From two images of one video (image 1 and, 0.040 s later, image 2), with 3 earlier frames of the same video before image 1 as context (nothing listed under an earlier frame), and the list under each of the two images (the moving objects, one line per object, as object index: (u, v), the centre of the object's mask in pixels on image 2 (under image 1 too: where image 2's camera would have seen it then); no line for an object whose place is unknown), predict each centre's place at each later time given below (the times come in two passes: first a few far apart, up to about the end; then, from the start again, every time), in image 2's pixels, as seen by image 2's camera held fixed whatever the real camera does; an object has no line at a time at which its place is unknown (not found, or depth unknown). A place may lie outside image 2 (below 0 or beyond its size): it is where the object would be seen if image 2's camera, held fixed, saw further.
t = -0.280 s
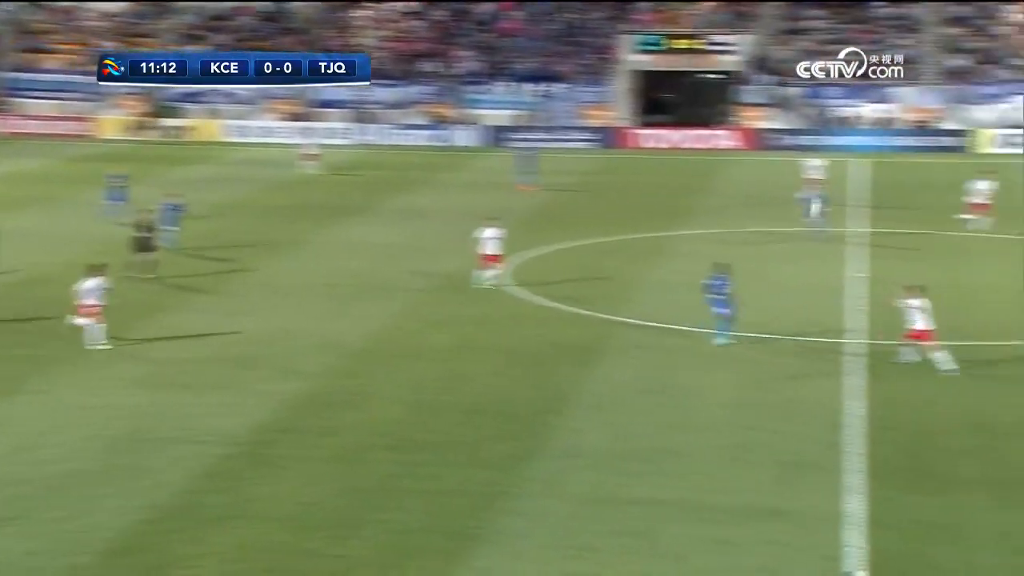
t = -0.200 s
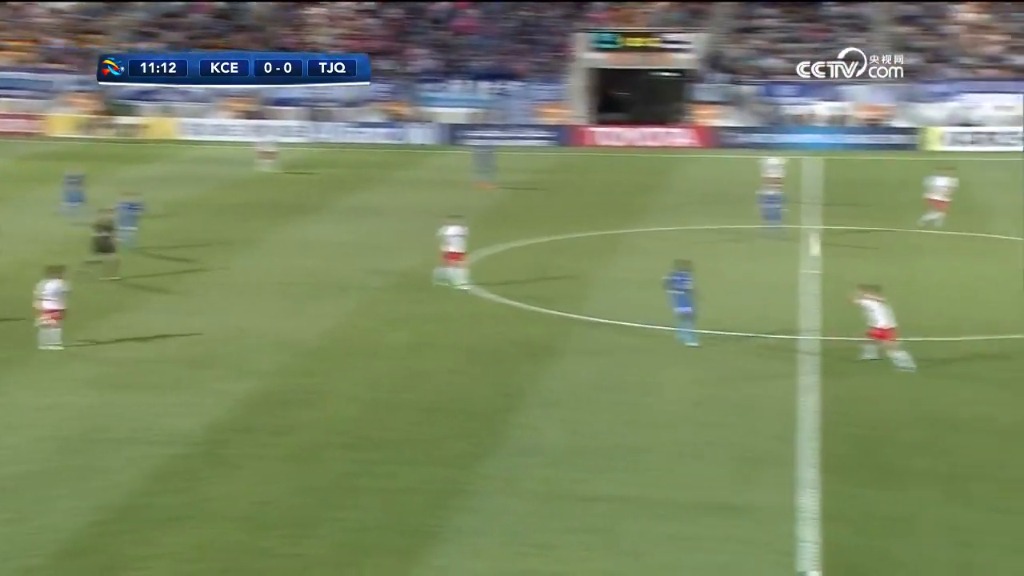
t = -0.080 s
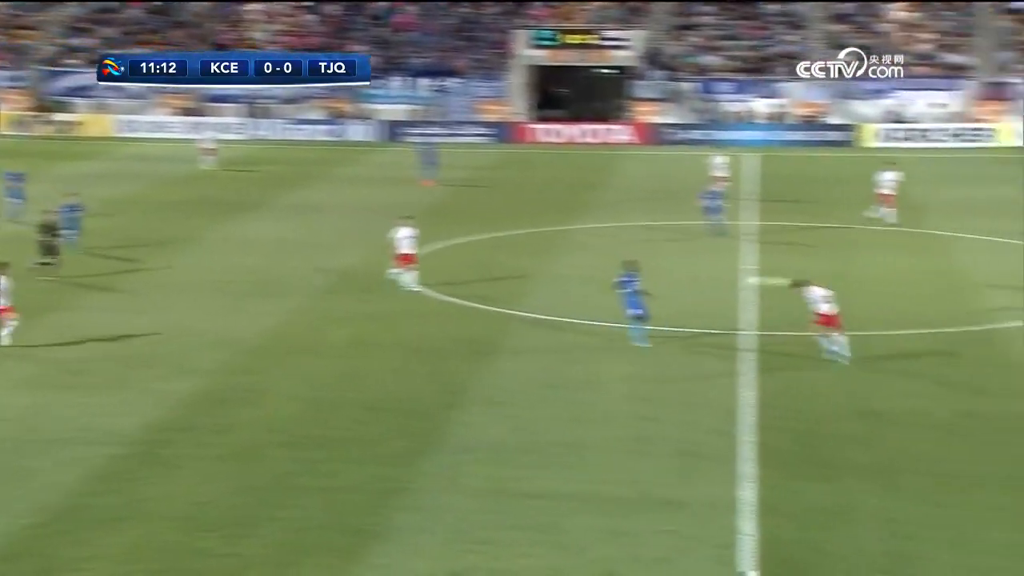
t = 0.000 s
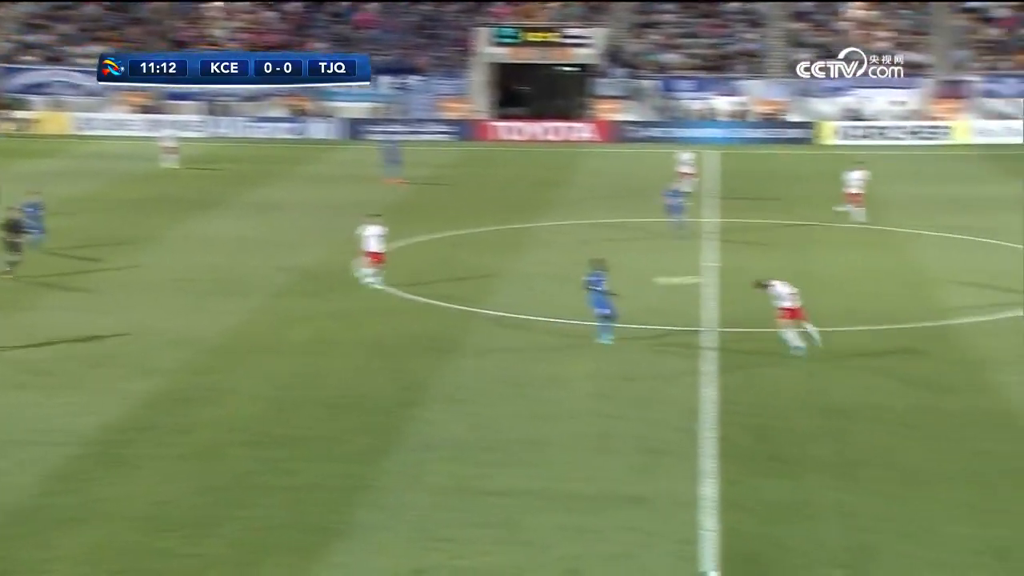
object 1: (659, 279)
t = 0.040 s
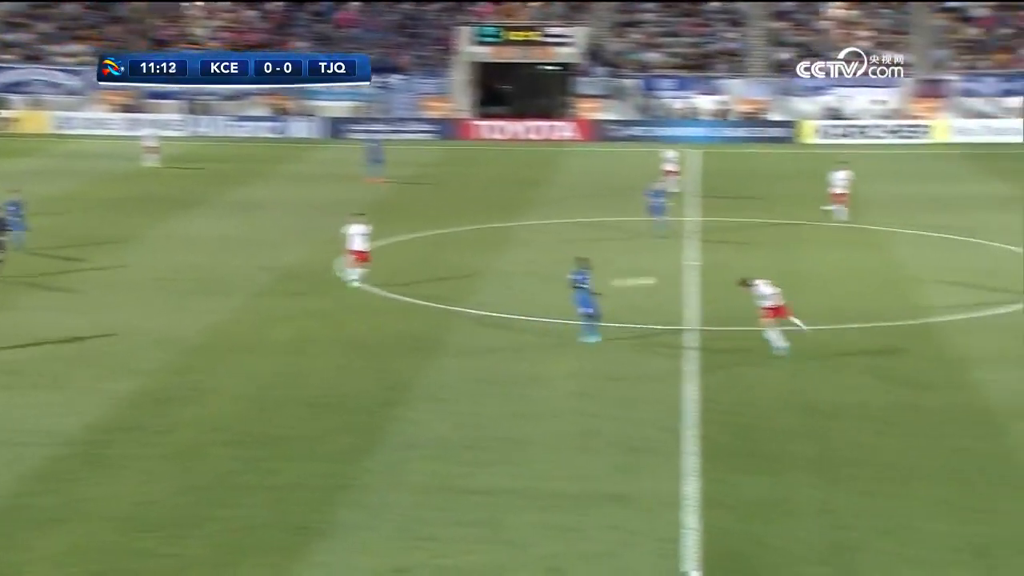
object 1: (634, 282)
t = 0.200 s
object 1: (528, 303)
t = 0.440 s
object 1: (364, 367)
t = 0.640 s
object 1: (237, 400)
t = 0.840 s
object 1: (119, 385)
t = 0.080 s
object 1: (612, 286)
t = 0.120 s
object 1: (568, 292)
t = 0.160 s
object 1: (554, 296)
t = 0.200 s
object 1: (528, 303)
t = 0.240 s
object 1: (503, 310)
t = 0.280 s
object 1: (472, 321)
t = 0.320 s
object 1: (446, 331)
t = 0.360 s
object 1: (419, 342)
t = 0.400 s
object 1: (392, 354)
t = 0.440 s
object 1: (364, 367)
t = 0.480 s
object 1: (337, 381)
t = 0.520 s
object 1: (310, 397)
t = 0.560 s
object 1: (284, 410)
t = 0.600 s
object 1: (259, 406)
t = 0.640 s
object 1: (237, 400)
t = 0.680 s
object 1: (214, 395)
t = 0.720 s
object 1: (192, 391)
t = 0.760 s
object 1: (167, 388)
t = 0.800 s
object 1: (143, 386)
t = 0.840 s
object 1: (119, 385)
